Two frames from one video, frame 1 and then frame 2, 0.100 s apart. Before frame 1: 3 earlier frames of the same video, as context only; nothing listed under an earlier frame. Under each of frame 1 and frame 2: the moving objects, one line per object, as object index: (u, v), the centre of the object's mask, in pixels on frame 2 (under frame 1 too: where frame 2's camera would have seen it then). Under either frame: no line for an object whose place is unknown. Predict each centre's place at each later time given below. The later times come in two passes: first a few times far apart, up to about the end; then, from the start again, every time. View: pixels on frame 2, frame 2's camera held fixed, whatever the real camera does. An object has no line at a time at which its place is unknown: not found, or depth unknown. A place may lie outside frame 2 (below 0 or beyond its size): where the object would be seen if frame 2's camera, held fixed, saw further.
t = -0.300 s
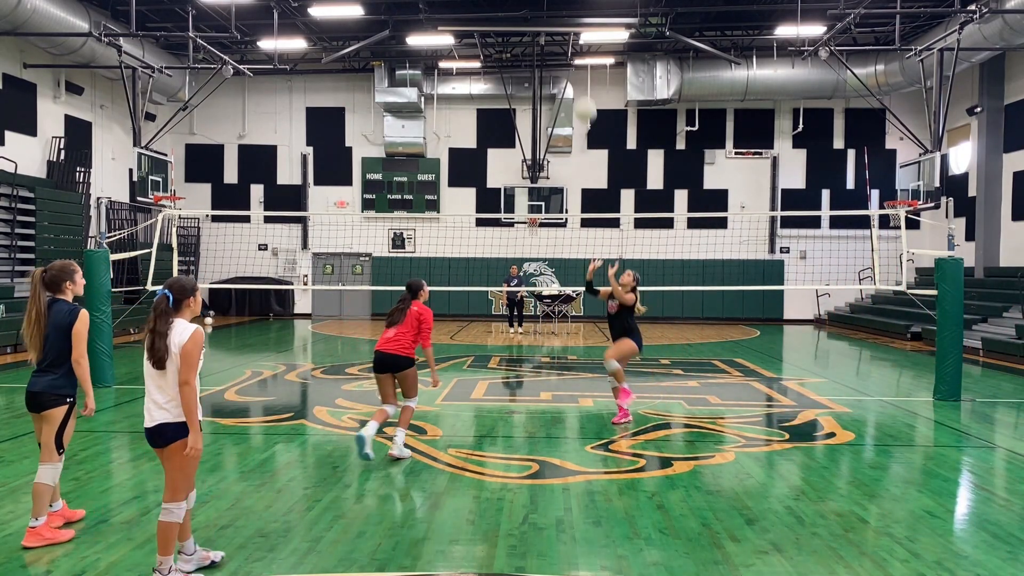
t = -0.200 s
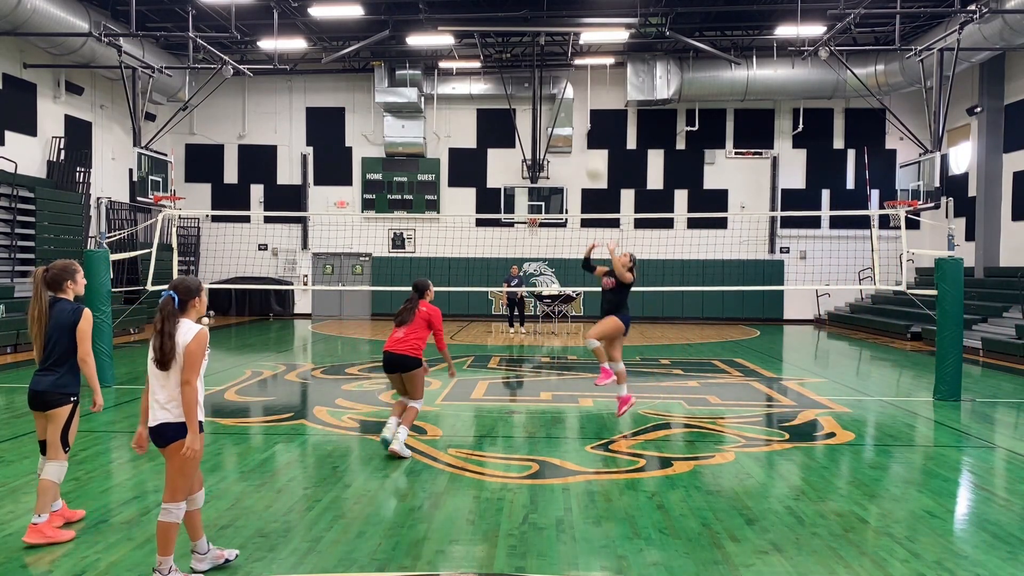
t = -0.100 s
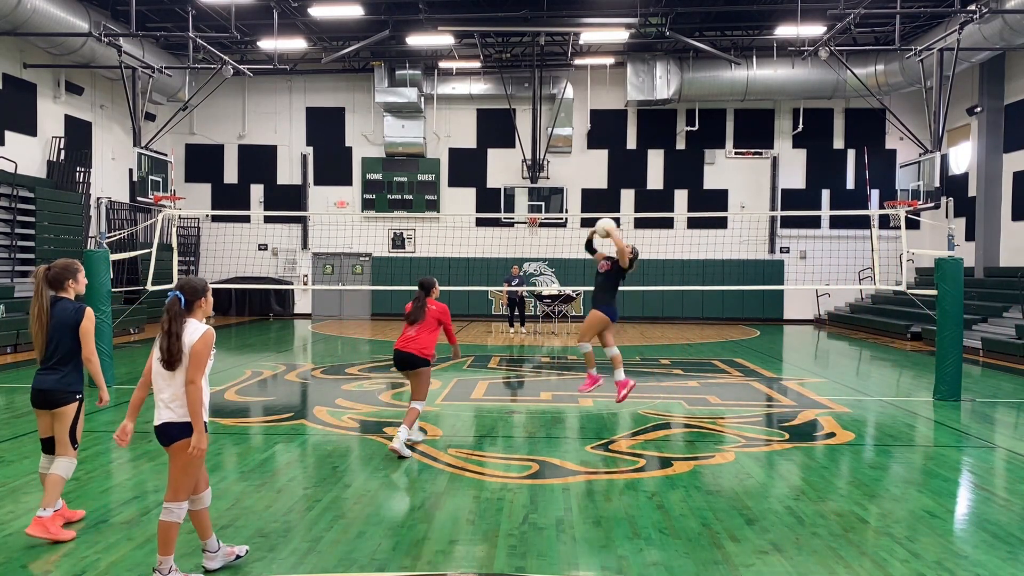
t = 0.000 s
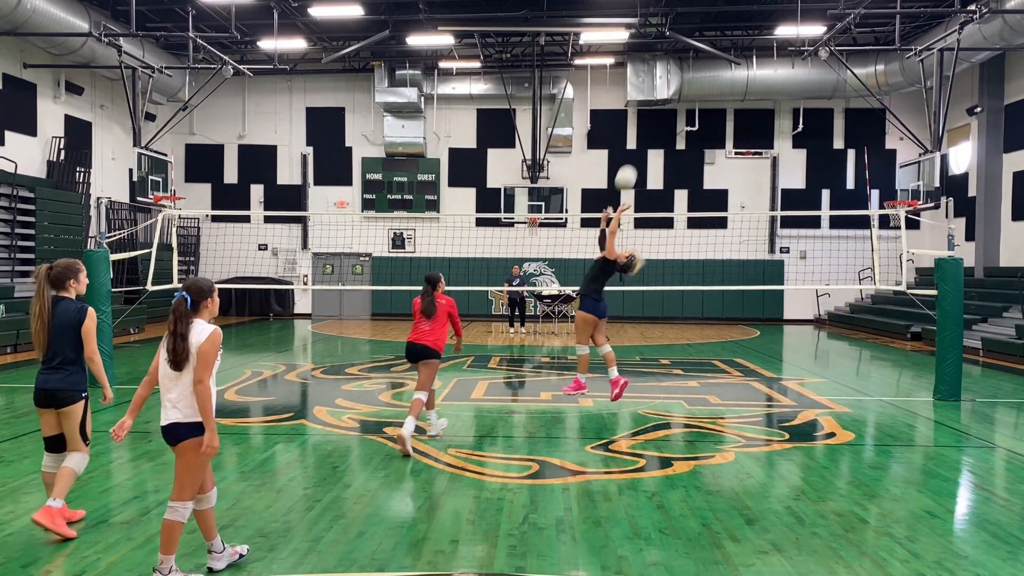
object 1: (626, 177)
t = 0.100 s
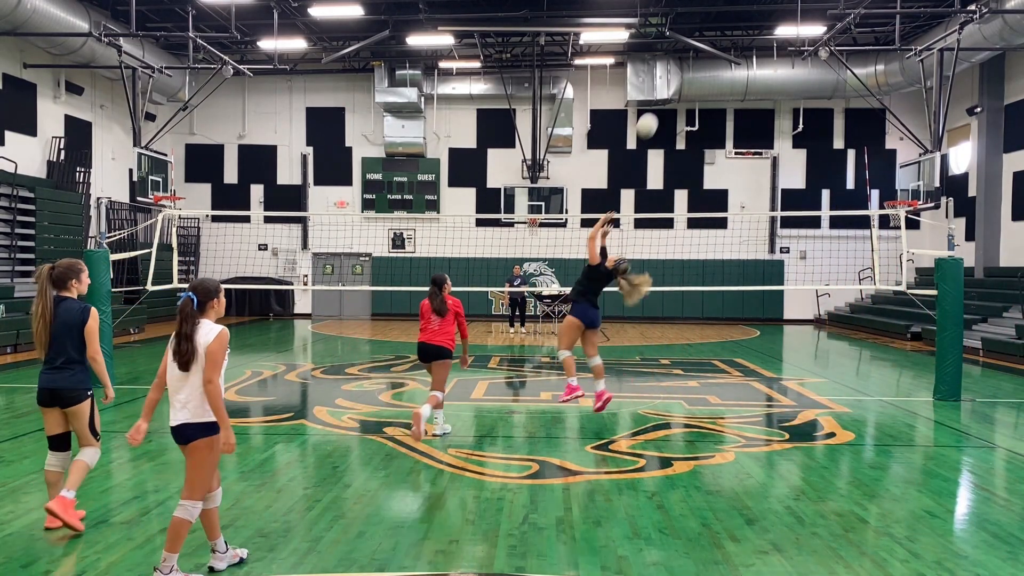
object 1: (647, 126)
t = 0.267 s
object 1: (680, 62)
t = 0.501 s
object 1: (723, 22)
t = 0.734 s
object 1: (761, 32)
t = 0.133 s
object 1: (654, 111)
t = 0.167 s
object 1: (659, 97)
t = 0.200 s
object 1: (668, 82)
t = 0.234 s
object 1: (674, 71)
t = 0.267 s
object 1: (680, 62)
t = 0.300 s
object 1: (686, 53)
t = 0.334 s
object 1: (692, 45)
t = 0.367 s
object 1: (699, 38)
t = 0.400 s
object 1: (705, 32)
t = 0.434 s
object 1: (711, 28)
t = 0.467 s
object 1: (717, 24)
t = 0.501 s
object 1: (723, 22)
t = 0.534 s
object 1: (728, 20)
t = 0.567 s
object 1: (734, 20)
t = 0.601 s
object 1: (739, 20)
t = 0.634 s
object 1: (745, 22)
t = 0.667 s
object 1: (750, 24)
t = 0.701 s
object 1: (756, 27)
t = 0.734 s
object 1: (761, 32)
